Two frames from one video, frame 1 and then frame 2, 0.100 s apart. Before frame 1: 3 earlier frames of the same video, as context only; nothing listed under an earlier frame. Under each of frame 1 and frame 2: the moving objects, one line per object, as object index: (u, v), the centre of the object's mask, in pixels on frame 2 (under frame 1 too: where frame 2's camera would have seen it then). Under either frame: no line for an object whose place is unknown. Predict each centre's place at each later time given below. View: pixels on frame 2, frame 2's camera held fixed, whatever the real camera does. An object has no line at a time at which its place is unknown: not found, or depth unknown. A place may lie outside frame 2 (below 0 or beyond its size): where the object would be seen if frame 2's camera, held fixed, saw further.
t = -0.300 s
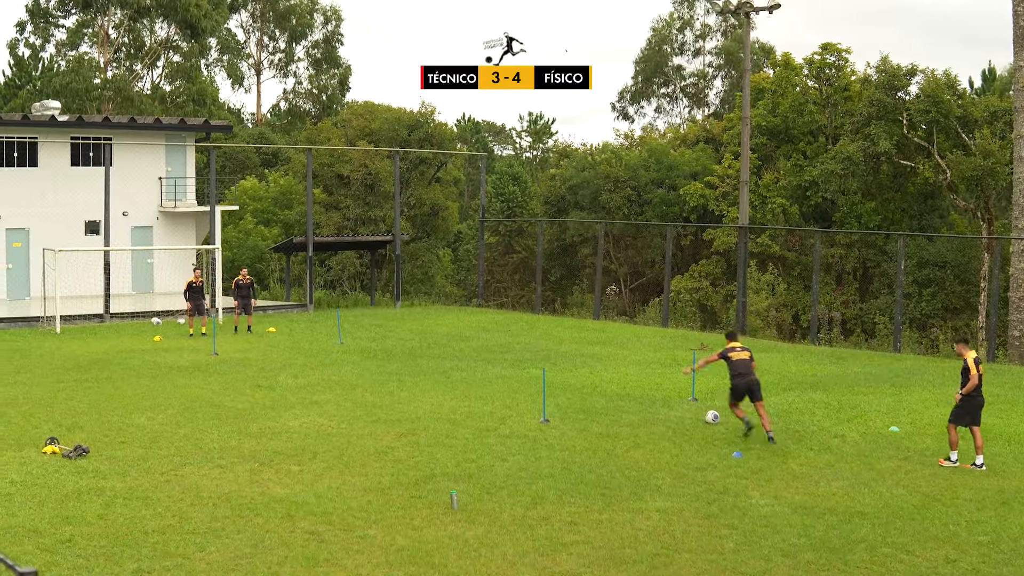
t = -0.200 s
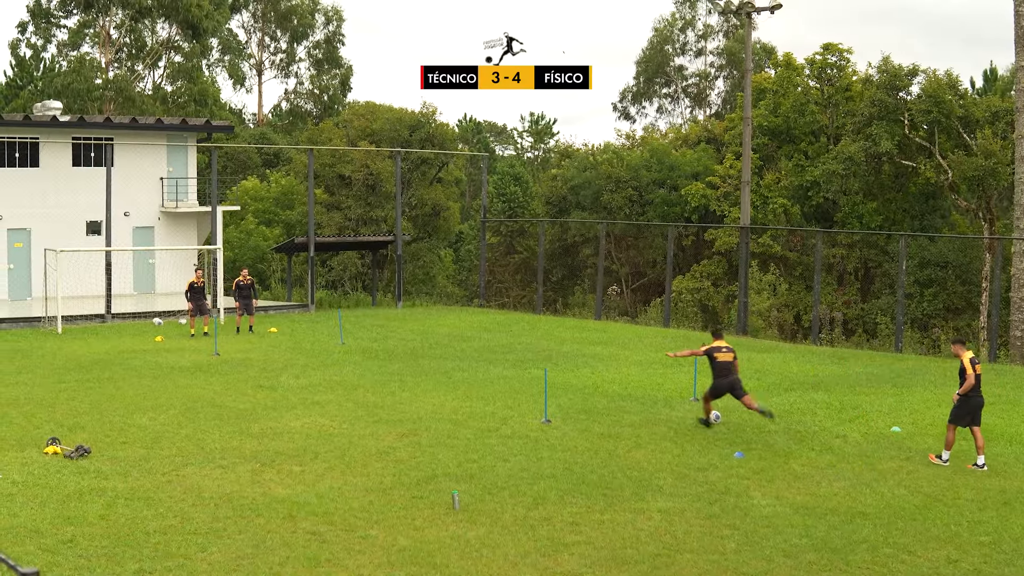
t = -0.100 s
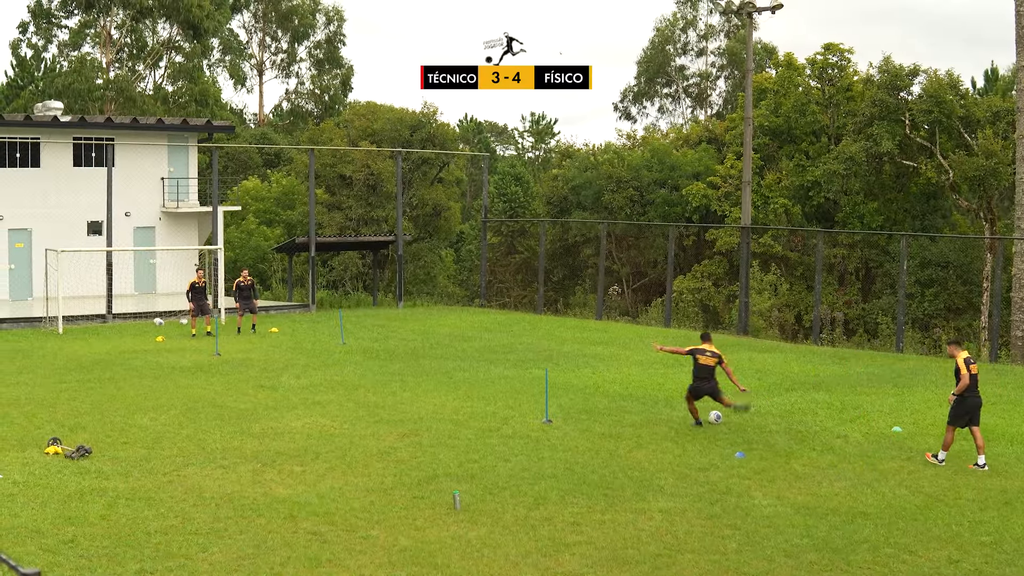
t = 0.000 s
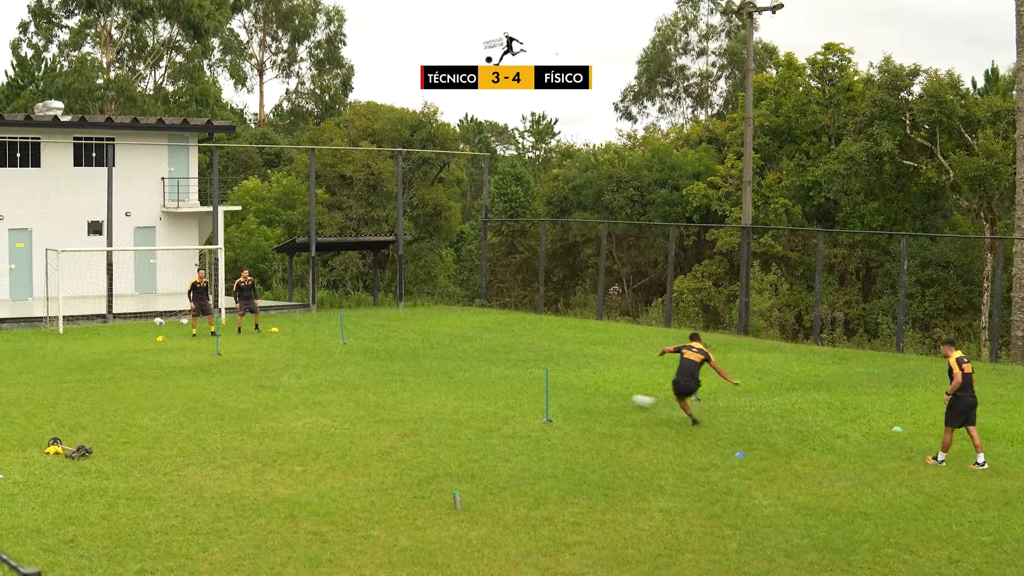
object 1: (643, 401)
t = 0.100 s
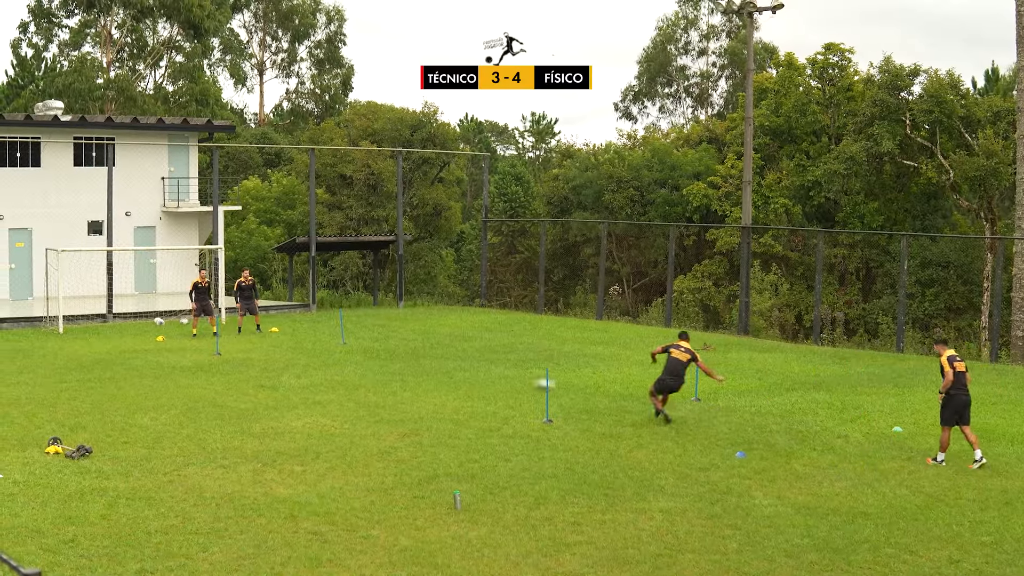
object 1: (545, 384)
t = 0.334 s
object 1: (386, 357)
